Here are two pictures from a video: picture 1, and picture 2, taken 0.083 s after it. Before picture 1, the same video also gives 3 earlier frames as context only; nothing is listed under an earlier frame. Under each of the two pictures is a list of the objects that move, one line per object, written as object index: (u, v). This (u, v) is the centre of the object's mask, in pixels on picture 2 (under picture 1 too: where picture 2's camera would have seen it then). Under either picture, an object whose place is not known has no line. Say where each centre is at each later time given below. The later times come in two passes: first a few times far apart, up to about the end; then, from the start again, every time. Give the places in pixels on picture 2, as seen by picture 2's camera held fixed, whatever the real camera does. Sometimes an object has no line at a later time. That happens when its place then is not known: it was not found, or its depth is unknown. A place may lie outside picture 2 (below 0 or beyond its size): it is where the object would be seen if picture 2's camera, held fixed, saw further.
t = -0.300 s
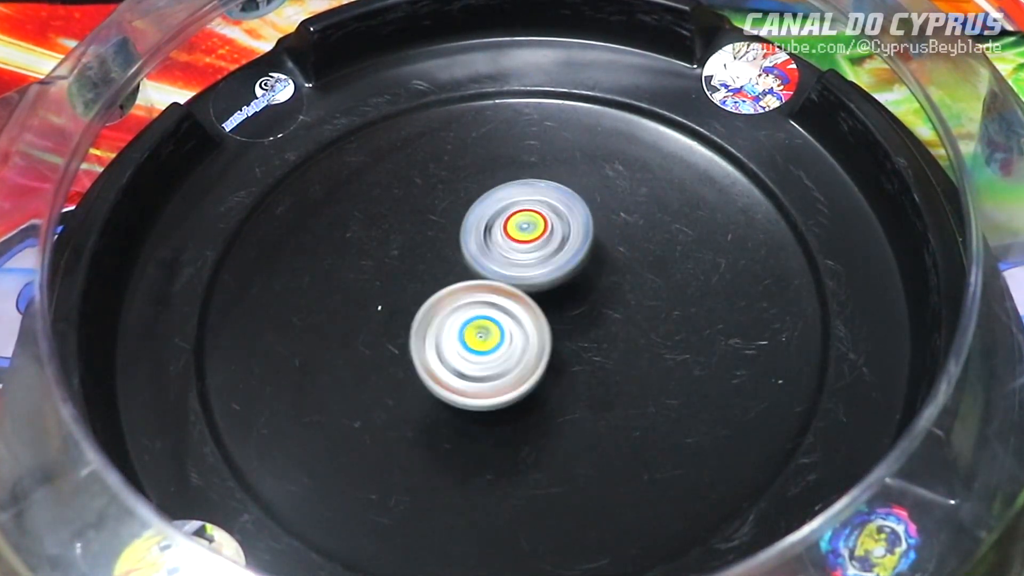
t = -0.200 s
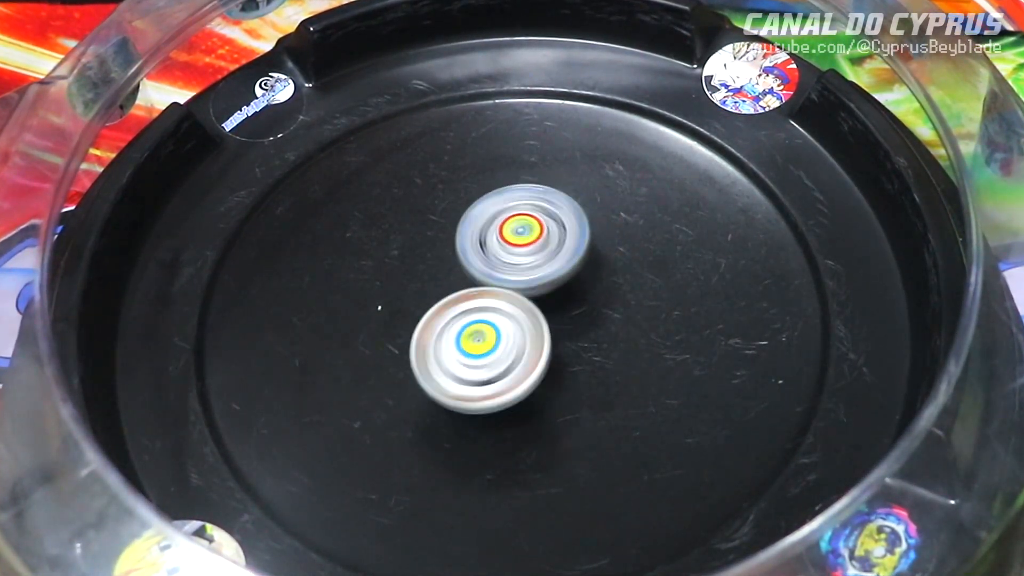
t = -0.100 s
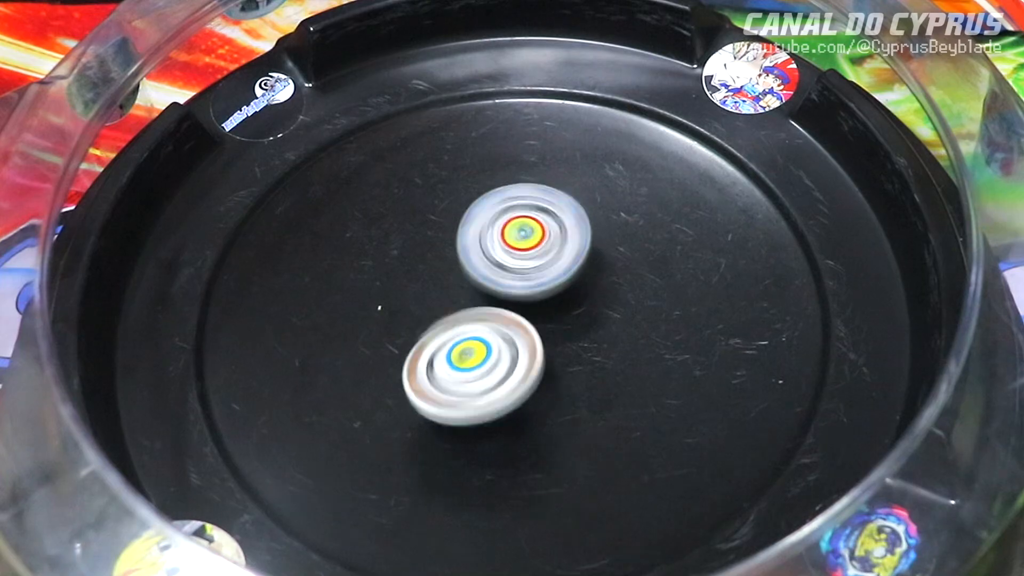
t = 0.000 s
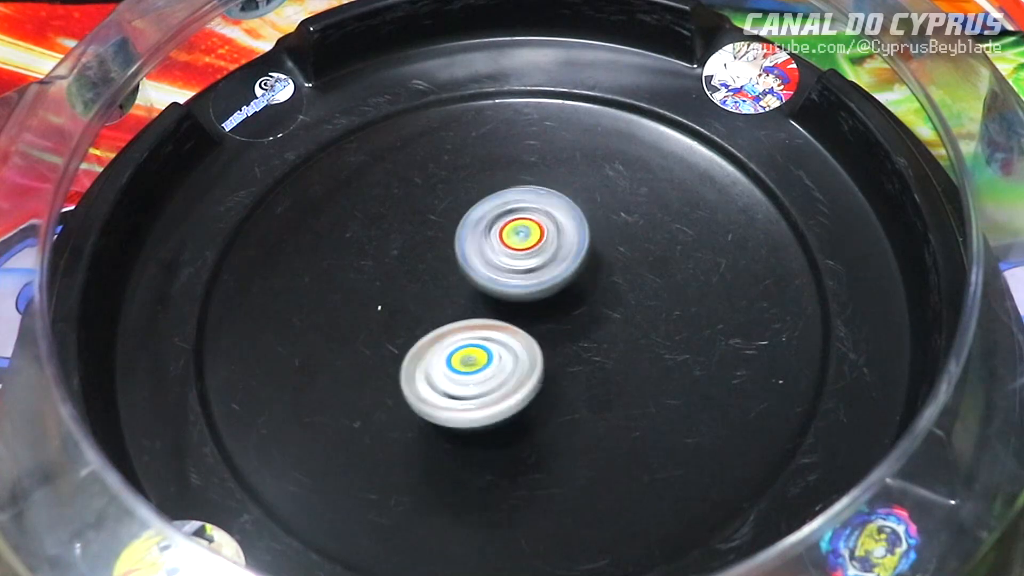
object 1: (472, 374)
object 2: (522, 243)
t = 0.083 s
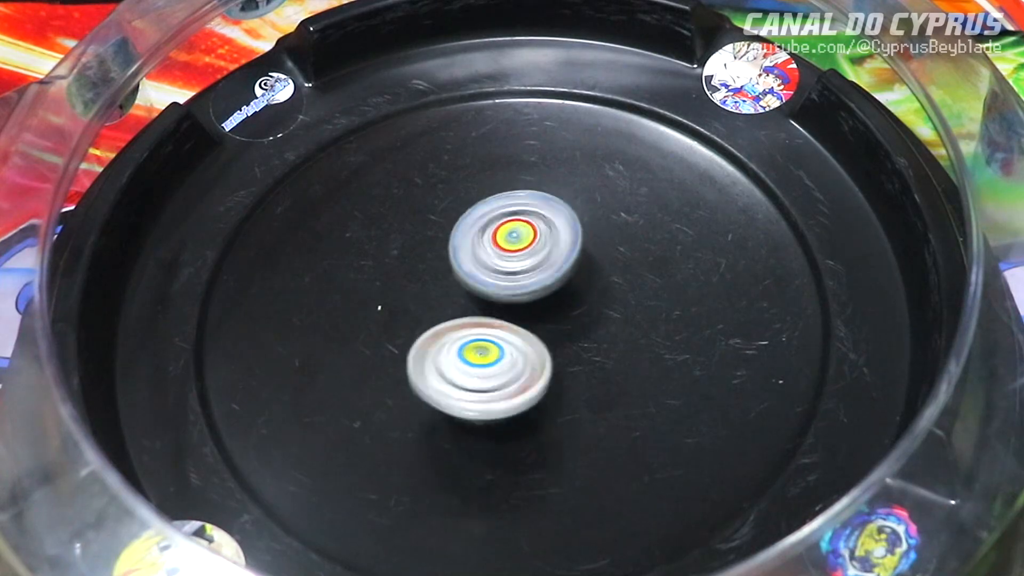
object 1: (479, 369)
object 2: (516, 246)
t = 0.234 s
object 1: (486, 364)
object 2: (511, 251)
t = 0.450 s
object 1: (489, 366)
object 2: (501, 246)
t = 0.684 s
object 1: (491, 371)
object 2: (504, 249)
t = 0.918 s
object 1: (503, 375)
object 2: (513, 248)
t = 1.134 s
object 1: (502, 369)
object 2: (523, 252)
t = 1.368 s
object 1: (481, 376)
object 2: (535, 256)
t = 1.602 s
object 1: (460, 362)
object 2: (544, 265)
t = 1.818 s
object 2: (565, 266)
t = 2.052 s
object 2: (564, 277)
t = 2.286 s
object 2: (541, 349)
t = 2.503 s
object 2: (511, 397)
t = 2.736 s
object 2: (502, 386)
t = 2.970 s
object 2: (465, 322)
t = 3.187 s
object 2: (444, 254)
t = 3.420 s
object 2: (440, 239)
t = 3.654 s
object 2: (448, 247)
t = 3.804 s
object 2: (460, 277)
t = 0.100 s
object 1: (482, 368)
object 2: (516, 246)
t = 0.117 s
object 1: (483, 367)
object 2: (516, 249)
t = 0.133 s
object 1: (485, 366)
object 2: (515, 250)
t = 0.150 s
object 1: (487, 365)
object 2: (512, 252)
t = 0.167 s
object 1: (486, 366)
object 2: (509, 251)
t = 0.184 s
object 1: (486, 366)
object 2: (510, 249)
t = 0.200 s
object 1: (485, 367)
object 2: (510, 250)
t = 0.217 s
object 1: (485, 365)
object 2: (511, 250)
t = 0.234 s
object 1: (486, 364)
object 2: (511, 251)
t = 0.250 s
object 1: (487, 366)
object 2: (510, 251)
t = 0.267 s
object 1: (488, 367)
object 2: (508, 251)
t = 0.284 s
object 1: (488, 368)
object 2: (506, 250)
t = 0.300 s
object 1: (487, 366)
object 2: (507, 250)
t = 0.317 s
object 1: (488, 365)
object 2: (506, 250)
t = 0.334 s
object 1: (489, 365)
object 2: (505, 249)
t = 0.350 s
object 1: (489, 365)
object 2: (507, 248)
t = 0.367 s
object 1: (491, 367)
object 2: (507, 249)
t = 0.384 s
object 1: (489, 367)
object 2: (507, 248)
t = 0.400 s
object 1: (489, 367)
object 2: (507, 249)
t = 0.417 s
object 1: (489, 366)
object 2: (505, 249)
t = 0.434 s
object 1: (489, 367)
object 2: (501, 248)
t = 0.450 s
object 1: (489, 366)
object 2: (501, 246)
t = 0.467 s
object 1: (490, 366)
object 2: (503, 245)
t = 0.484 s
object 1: (491, 366)
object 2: (502, 245)
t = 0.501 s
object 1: (491, 366)
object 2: (505, 246)
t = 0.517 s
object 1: (491, 366)
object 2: (506, 246)
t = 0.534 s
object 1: (491, 366)
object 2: (503, 248)
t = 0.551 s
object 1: (492, 366)
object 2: (499, 248)
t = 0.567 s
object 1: (492, 365)
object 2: (498, 246)
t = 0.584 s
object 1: (492, 365)
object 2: (497, 247)
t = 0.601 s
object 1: (494, 364)
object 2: (497, 246)
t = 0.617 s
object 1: (494, 364)
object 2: (501, 246)
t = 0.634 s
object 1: (494, 364)
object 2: (503, 248)
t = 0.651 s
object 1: (492, 367)
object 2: (502, 249)
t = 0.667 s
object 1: (493, 369)
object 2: (502, 249)
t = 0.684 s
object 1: (491, 371)
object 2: (504, 249)
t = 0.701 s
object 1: (492, 372)
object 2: (506, 250)
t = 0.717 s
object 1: (490, 372)
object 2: (504, 251)
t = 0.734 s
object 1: (491, 372)
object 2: (503, 251)
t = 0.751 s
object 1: (492, 371)
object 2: (502, 252)
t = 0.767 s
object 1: (492, 371)
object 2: (500, 251)
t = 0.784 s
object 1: (493, 370)
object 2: (500, 251)
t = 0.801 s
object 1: (494, 369)
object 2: (503, 248)
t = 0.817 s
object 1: (496, 369)
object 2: (505, 250)
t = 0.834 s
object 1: (497, 367)
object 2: (505, 252)
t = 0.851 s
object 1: (500, 367)
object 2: (504, 253)
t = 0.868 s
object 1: (502, 368)
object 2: (504, 254)
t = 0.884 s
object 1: (504, 371)
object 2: (505, 251)
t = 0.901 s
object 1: (503, 373)
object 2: (508, 249)
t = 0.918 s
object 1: (503, 375)
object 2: (513, 248)
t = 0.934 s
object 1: (501, 375)
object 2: (516, 251)
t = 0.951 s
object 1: (501, 374)
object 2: (515, 252)
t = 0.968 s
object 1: (502, 372)
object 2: (514, 253)
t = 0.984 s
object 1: (503, 372)
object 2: (512, 255)
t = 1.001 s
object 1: (506, 370)
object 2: (509, 254)
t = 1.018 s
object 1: (508, 370)
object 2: (510, 252)
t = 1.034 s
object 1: (510, 369)
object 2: (512, 251)
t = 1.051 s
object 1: (510, 368)
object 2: (513, 251)
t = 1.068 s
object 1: (508, 367)
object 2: (514, 250)
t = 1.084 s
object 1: (508, 369)
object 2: (516, 249)
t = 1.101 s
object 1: (505, 370)
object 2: (519, 249)
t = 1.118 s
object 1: (504, 370)
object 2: (522, 251)
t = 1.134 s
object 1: (502, 369)
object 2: (523, 252)
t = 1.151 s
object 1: (502, 368)
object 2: (520, 254)
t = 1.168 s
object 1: (502, 367)
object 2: (517, 254)
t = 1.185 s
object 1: (501, 367)
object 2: (515, 254)
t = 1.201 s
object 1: (496, 368)
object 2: (516, 252)
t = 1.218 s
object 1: (494, 367)
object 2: (519, 252)
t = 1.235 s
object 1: (492, 367)
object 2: (520, 252)
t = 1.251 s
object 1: (491, 367)
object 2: (520, 253)
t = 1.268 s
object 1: (491, 366)
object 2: (521, 254)
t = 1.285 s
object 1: (491, 367)
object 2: (523, 255)
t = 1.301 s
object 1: (488, 369)
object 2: (523, 255)
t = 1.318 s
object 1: (487, 371)
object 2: (525, 253)
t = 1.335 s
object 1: (484, 374)
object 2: (528, 253)
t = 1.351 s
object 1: (483, 375)
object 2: (532, 253)
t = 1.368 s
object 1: (481, 376)
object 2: (535, 256)
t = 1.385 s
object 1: (478, 376)
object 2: (534, 259)
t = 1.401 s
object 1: (477, 376)
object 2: (531, 261)
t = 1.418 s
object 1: (476, 375)
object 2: (529, 261)
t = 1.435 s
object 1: (475, 374)
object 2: (528, 260)
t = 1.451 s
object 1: (474, 373)
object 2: (528, 260)
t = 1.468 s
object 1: (473, 371)
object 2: (528, 260)
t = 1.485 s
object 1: (472, 370)
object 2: (530, 259)
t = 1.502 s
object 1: (471, 369)
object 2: (532, 261)
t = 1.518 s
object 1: (471, 366)
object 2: (532, 262)
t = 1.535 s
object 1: (469, 366)
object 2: (533, 262)
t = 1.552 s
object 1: (467, 365)
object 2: (536, 261)
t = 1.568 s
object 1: (465, 363)
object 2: (538, 262)
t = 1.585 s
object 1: (462, 363)
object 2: (542, 263)
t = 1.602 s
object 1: (460, 362)
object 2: (544, 265)
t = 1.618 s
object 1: (459, 361)
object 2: (545, 266)
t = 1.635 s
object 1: (459, 360)
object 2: (545, 268)
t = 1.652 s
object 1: (455, 360)
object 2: (545, 267)
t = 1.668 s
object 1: (453, 361)
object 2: (546, 265)
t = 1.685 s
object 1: (450, 360)
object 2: (549, 264)
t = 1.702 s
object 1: (449, 359)
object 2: (552, 265)
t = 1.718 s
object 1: (448, 356)
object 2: (552, 267)
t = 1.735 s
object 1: (450, 353)
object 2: (551, 268)
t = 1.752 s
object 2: (550, 267)
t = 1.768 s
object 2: (552, 266)
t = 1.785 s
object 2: (557, 264)
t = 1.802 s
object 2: (561, 264)
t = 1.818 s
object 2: (565, 266)
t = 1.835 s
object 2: (567, 270)
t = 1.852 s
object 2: (566, 274)
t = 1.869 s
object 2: (564, 276)
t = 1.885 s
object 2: (562, 275)
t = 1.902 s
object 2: (561, 274)
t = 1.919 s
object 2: (561, 274)
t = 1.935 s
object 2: (562, 273)
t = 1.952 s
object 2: (562, 273)
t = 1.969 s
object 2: (563, 272)
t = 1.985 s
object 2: (564, 272)
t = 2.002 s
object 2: (564, 273)
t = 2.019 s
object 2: (565, 275)
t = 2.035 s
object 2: (564, 276)
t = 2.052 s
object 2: (564, 277)
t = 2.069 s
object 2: (565, 278)
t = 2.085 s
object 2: (565, 282)
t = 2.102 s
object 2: (564, 286)
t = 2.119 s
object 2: (564, 290)
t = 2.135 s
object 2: (564, 295)
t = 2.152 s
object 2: (564, 300)
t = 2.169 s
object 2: (563, 305)
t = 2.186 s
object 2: (560, 311)
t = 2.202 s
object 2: (556, 317)
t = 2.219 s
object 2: (553, 322)
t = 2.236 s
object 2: (550, 330)
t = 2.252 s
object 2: (547, 335)
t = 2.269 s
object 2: (545, 341)
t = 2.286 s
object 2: (541, 349)
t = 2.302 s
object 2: (538, 356)
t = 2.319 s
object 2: (535, 361)
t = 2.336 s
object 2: (531, 367)
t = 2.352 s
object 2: (529, 371)
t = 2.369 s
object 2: (527, 377)
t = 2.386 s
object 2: (524, 381)
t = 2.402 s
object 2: (522, 385)
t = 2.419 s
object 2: (519, 388)
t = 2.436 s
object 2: (516, 390)
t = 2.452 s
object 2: (515, 392)
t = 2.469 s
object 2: (514, 394)
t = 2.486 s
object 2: (512, 396)
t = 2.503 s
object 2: (511, 397)
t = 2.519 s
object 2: (510, 397)
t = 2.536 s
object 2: (509, 397)
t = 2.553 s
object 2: (510, 396)
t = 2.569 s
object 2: (510, 395)
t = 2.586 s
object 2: (510, 395)
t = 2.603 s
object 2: (510, 395)
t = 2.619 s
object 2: (510, 394)
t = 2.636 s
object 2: (509, 394)
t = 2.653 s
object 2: (510, 393)
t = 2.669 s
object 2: (511, 391)
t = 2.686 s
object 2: (509, 391)
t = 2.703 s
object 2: (507, 389)
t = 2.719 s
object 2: (504, 388)
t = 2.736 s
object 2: (502, 386)
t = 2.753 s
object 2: (501, 384)
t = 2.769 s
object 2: (500, 381)
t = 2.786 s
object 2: (497, 378)
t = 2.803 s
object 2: (493, 375)
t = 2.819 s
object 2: (489, 372)
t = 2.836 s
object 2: (487, 367)
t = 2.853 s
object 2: (484, 362)
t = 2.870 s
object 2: (483, 358)
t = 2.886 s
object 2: (480, 352)
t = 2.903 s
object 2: (477, 348)
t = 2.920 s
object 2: (475, 341)
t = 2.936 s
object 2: (470, 335)
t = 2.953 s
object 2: (467, 329)
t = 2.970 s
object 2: (465, 322)
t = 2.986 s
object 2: (464, 317)
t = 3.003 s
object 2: (463, 311)
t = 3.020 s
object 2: (458, 305)
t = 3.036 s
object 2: (456, 298)
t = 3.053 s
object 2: (454, 292)
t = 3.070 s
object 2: (453, 286)
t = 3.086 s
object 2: (453, 280)
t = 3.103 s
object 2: (452, 275)
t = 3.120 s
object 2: (452, 271)
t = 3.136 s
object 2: (448, 266)
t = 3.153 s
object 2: (446, 261)
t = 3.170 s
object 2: (445, 258)
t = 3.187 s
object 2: (444, 254)
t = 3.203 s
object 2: (444, 251)
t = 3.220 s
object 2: (442, 249)
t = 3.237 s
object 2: (441, 246)
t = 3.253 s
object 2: (440, 244)
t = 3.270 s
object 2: (439, 241)
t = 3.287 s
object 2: (438, 239)
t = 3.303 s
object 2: (440, 238)
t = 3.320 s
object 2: (440, 239)
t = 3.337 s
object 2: (441, 238)
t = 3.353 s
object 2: (439, 238)
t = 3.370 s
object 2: (438, 238)
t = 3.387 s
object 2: (438, 238)
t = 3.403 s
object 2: (440, 239)
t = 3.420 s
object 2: (440, 239)
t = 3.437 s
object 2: (439, 238)
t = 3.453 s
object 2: (439, 238)
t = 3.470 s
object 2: (440, 239)
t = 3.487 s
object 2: (441, 241)
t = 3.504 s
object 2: (441, 242)
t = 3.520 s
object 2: (439, 243)
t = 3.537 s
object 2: (438, 243)
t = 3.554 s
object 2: (438, 242)
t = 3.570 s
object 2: (438, 243)
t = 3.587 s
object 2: (438, 243)
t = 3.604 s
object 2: (439, 243)
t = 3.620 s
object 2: (442, 244)
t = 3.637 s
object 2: (446, 245)
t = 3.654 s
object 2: (448, 247)
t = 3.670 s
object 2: (450, 250)
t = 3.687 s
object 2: (451, 252)
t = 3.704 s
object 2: (453, 255)
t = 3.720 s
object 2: (456, 258)
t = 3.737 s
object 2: (458, 262)
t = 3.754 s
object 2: (459, 266)
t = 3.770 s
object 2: (458, 270)
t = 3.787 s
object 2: (458, 273)
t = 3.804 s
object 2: (460, 277)
